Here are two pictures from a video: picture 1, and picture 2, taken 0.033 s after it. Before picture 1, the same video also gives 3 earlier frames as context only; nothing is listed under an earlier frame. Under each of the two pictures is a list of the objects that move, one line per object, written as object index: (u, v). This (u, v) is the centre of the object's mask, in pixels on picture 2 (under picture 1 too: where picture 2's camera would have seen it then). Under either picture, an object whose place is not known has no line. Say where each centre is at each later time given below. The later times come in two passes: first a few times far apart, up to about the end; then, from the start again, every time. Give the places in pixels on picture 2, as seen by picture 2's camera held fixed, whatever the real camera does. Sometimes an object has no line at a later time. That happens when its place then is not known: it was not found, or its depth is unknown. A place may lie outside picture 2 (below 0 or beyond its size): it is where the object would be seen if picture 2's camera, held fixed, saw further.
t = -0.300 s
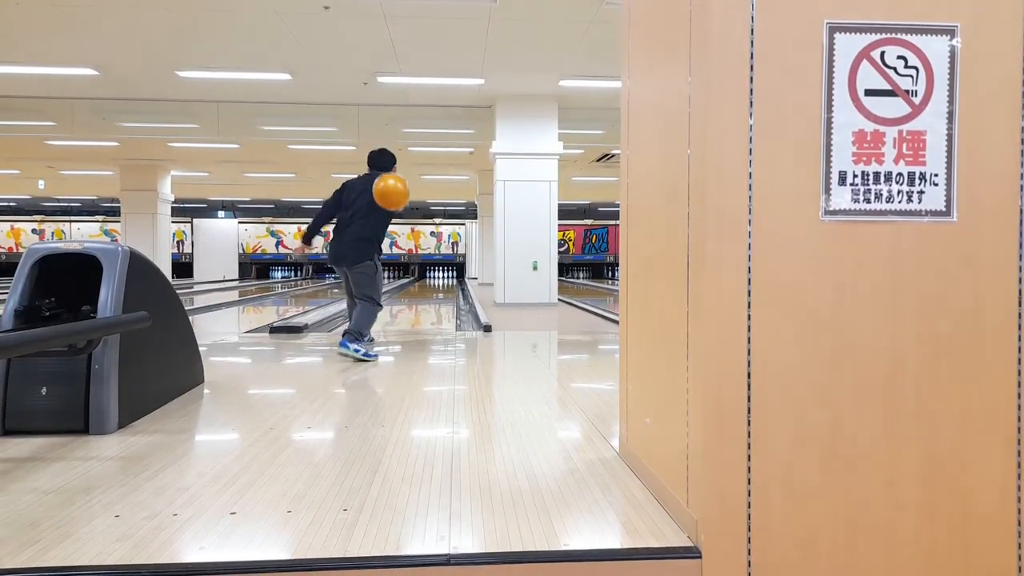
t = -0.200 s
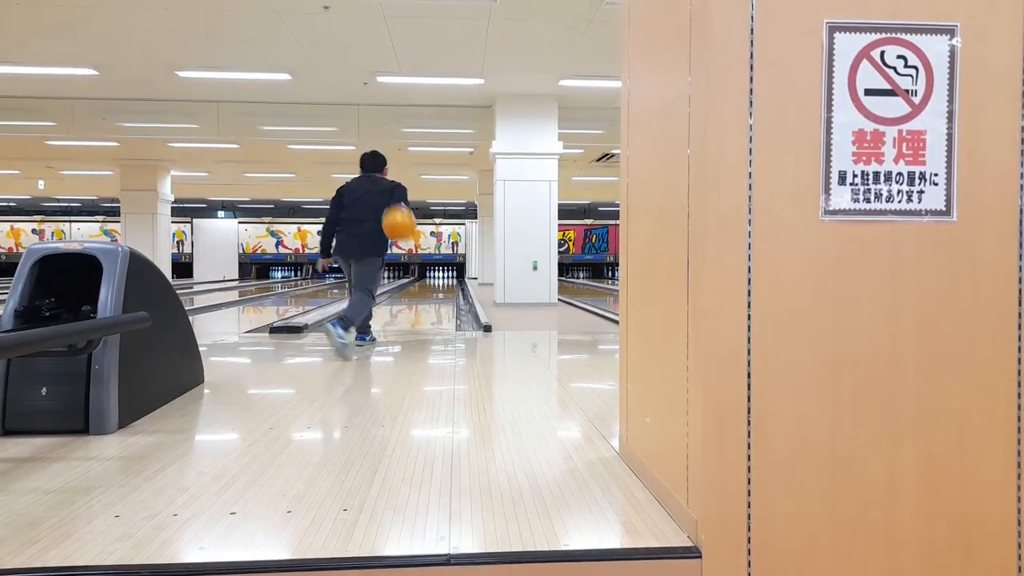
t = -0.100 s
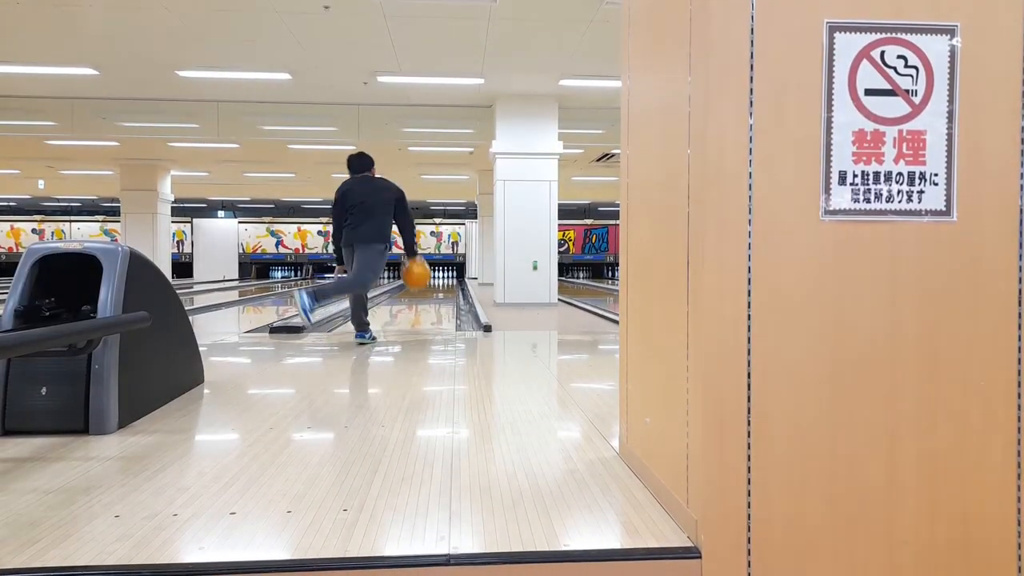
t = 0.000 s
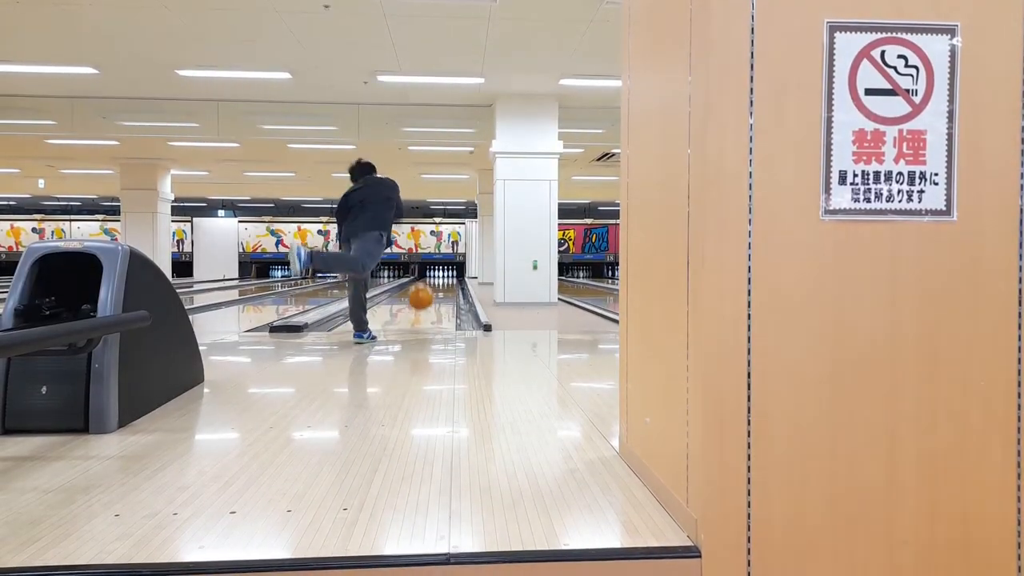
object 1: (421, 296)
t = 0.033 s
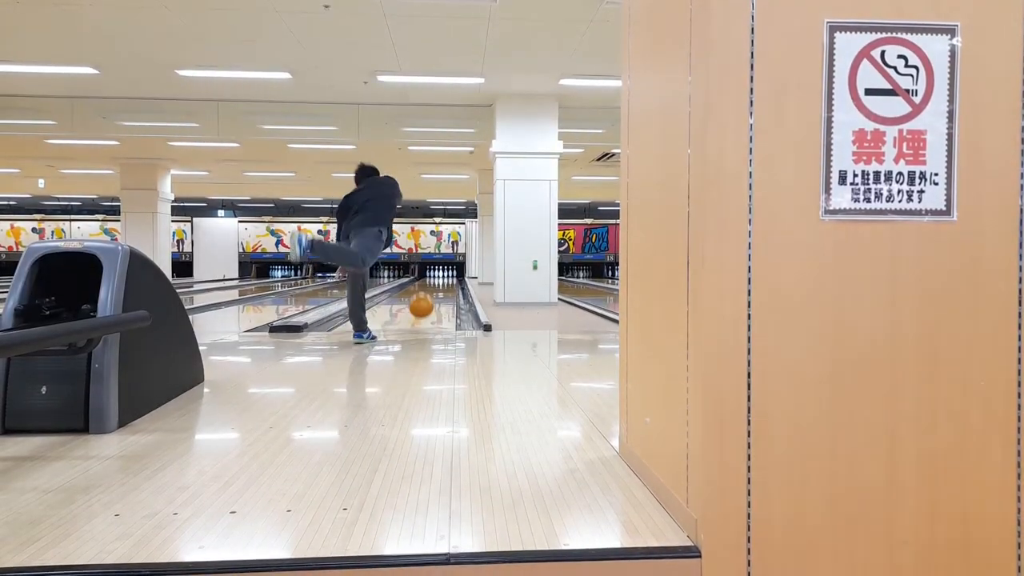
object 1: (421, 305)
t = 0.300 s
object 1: (425, 303)
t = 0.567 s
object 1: (429, 295)
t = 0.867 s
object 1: (430, 289)
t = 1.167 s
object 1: (432, 285)
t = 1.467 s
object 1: (432, 281)
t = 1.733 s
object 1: (433, 281)
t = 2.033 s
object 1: (432, 280)
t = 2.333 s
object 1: (432, 279)
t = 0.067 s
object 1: (421, 315)
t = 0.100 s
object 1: (422, 312)
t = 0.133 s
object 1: (424, 310)
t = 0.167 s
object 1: (424, 309)
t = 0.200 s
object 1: (424, 308)
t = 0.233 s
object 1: (425, 307)
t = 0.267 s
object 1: (425, 305)
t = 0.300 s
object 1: (425, 303)
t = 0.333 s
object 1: (426, 302)
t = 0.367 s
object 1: (426, 301)
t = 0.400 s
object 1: (427, 300)
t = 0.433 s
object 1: (427, 298)
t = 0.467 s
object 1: (428, 297)
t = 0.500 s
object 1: (428, 296)
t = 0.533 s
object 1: (428, 296)
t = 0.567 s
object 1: (429, 295)
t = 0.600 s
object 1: (429, 294)
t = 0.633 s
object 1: (429, 292)
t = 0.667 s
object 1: (429, 292)
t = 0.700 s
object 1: (429, 291)
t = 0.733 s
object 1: (430, 291)
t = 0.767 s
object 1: (430, 291)
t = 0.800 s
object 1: (430, 290)
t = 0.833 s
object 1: (430, 289)
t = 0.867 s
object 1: (430, 289)
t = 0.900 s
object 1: (431, 288)
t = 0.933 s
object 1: (431, 288)
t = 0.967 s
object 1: (431, 287)
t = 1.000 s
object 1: (431, 287)
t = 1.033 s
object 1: (431, 287)
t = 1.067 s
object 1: (431, 286)
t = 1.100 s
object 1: (432, 286)
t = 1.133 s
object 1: (432, 285)
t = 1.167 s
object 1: (432, 285)
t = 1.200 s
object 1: (432, 284)
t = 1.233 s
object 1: (432, 284)
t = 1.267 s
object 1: (432, 283)
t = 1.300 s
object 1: (432, 283)
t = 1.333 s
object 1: (432, 283)
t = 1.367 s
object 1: (432, 282)
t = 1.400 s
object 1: (432, 282)
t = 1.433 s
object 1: (432, 282)
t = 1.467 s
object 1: (432, 281)
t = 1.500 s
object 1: (432, 281)
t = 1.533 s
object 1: (432, 281)
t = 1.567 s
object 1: (432, 281)
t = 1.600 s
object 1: (432, 280)
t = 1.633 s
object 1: (433, 280)
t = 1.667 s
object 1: (433, 280)
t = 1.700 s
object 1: (432, 280)
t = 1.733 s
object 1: (433, 281)
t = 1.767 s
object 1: (433, 280)
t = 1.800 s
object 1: (433, 281)
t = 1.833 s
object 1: (433, 281)
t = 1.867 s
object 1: (432, 281)
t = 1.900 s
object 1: (432, 281)
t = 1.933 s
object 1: (432, 281)
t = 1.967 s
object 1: (433, 280)
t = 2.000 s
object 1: (432, 280)
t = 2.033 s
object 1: (432, 280)
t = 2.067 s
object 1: (432, 280)
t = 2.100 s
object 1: (432, 280)
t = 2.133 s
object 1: (432, 280)
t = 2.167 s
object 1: (432, 280)
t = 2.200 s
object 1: (432, 280)
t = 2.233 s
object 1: (432, 279)
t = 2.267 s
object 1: (432, 279)
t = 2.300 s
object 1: (432, 279)
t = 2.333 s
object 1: (432, 279)
